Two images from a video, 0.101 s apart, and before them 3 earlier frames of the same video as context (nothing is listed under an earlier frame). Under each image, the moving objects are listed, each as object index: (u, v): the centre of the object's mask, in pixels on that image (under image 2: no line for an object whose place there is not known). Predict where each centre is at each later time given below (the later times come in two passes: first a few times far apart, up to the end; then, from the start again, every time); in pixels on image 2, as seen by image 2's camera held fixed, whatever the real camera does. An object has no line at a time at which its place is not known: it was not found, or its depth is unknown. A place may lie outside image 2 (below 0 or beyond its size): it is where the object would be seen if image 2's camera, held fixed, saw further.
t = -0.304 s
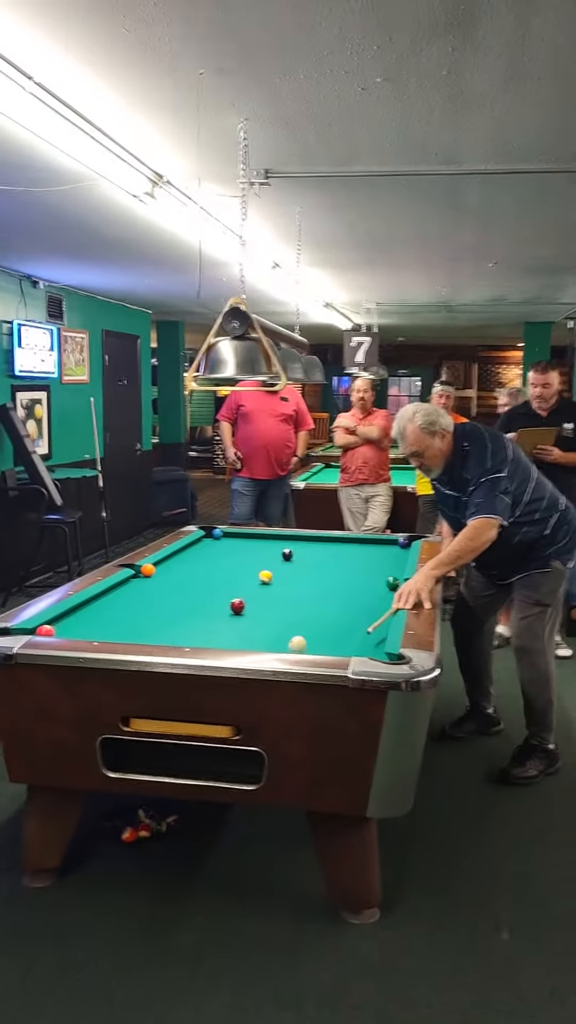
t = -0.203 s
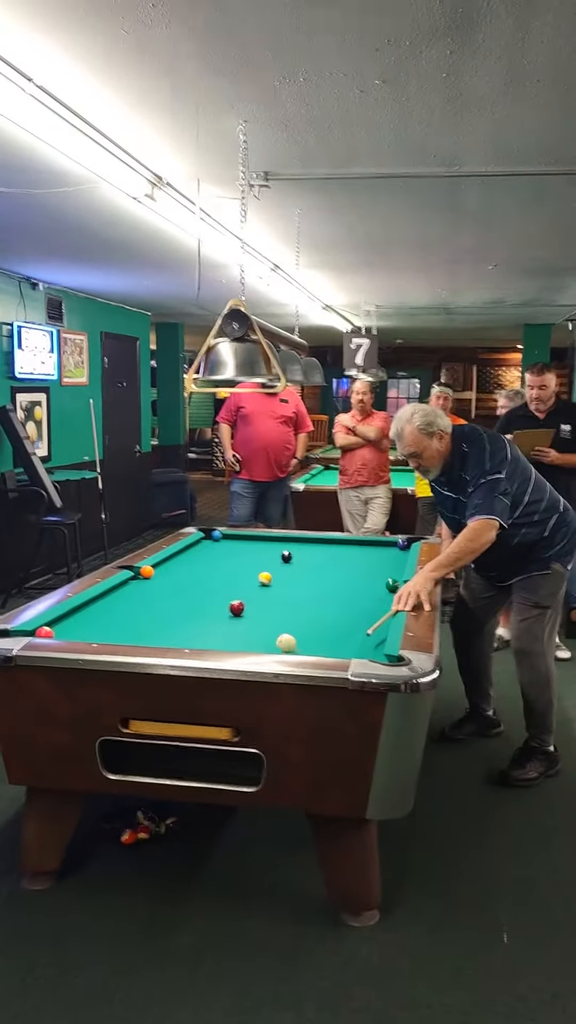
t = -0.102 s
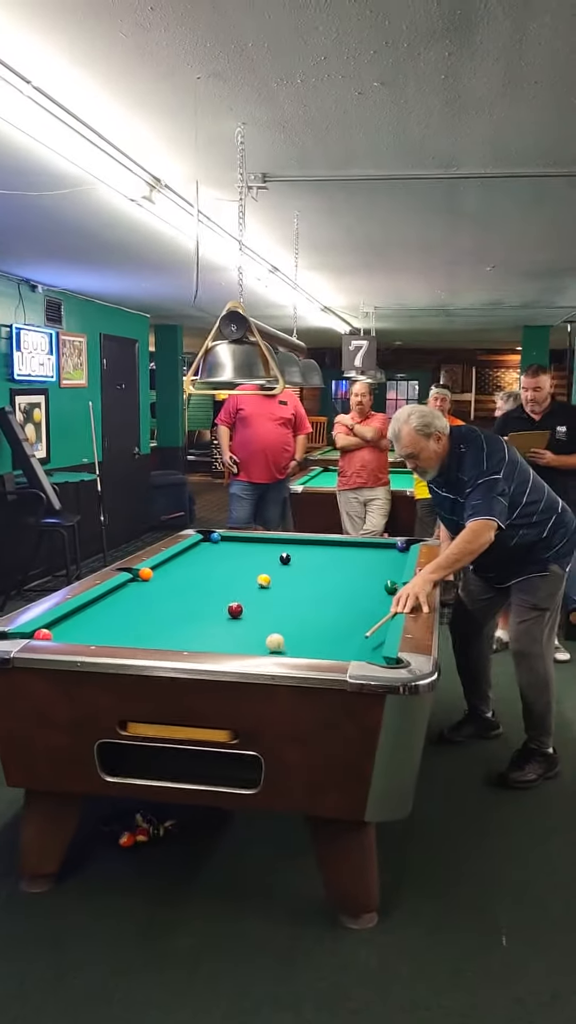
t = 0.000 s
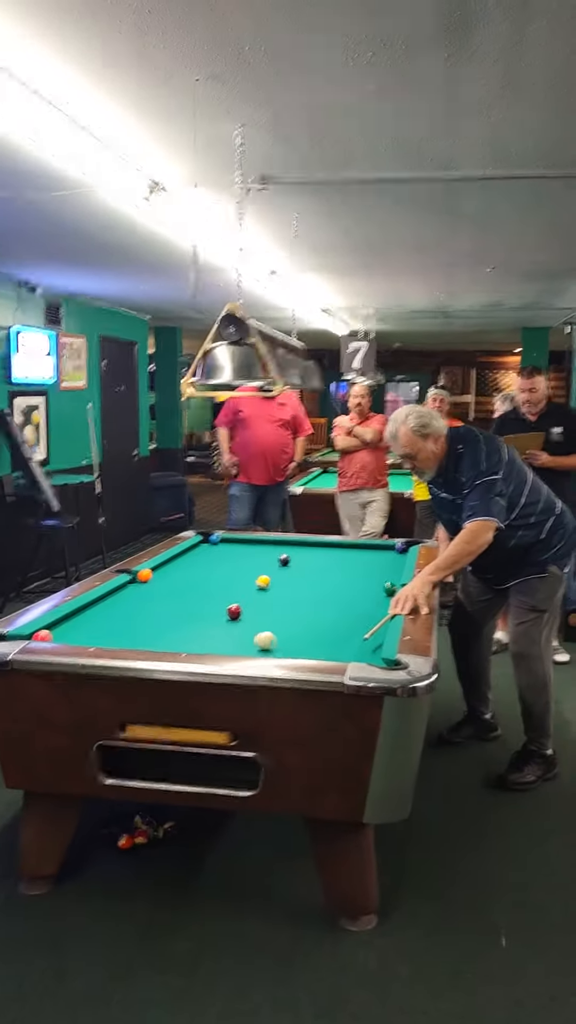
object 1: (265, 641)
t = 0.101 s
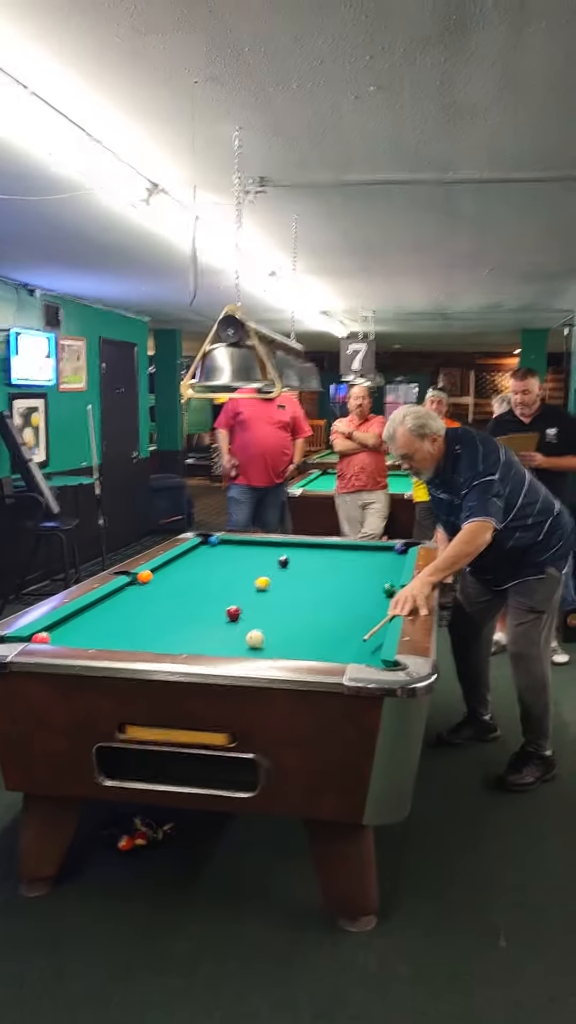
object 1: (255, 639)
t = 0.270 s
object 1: (241, 635)
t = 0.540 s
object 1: (221, 626)
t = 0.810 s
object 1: (203, 621)
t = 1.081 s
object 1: (188, 615)
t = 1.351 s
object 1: (175, 610)
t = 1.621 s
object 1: (163, 605)
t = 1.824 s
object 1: (155, 602)
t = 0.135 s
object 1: (252, 638)
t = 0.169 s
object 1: (249, 637)
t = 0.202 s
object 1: (246, 636)
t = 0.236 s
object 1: (244, 635)
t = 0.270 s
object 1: (241, 635)
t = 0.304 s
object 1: (238, 634)
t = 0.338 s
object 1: (236, 632)
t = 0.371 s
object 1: (234, 631)
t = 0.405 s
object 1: (231, 631)
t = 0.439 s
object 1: (228, 630)
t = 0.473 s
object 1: (225, 629)
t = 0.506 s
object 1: (223, 627)
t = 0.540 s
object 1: (221, 626)
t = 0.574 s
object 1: (218, 627)
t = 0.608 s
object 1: (216, 626)
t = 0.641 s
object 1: (214, 625)
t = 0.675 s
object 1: (212, 624)
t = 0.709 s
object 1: (209, 623)
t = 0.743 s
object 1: (207, 623)
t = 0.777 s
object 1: (205, 622)
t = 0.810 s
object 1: (203, 621)
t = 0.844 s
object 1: (201, 620)
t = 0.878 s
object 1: (200, 619)
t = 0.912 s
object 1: (197, 618)
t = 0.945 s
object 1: (195, 618)
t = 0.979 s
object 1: (194, 617)
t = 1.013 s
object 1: (192, 616)
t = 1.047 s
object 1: (190, 616)
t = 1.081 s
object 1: (188, 615)
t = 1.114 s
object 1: (186, 614)
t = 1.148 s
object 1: (184, 614)
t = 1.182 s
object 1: (183, 613)
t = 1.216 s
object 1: (181, 612)
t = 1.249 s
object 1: (180, 612)
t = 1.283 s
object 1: (178, 611)
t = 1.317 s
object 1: (176, 611)
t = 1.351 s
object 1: (175, 610)
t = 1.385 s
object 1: (173, 609)
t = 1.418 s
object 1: (172, 609)
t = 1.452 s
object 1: (170, 608)
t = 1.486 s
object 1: (169, 608)
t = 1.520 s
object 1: (167, 607)
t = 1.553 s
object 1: (166, 606)
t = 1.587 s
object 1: (164, 606)
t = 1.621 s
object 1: (163, 605)
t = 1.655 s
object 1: (162, 605)
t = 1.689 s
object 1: (160, 604)
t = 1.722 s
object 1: (159, 604)
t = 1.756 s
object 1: (158, 603)
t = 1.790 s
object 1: (156, 602)
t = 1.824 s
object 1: (155, 602)
